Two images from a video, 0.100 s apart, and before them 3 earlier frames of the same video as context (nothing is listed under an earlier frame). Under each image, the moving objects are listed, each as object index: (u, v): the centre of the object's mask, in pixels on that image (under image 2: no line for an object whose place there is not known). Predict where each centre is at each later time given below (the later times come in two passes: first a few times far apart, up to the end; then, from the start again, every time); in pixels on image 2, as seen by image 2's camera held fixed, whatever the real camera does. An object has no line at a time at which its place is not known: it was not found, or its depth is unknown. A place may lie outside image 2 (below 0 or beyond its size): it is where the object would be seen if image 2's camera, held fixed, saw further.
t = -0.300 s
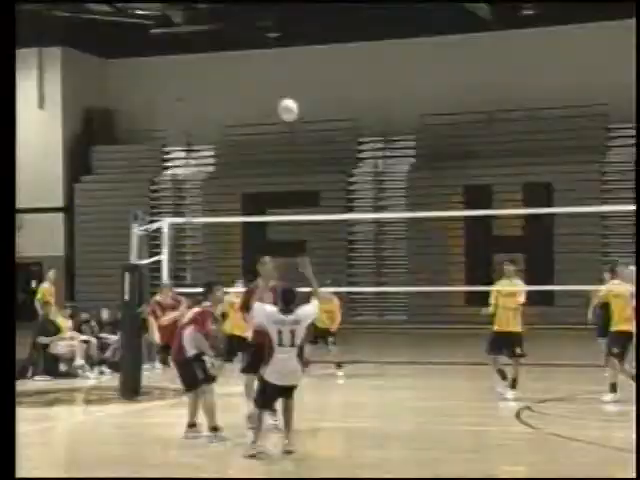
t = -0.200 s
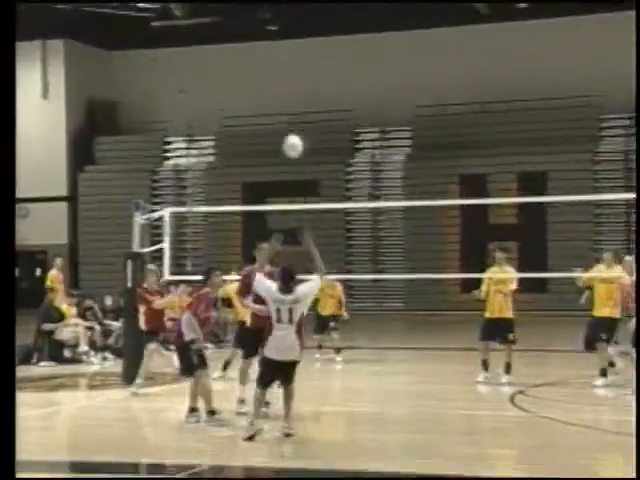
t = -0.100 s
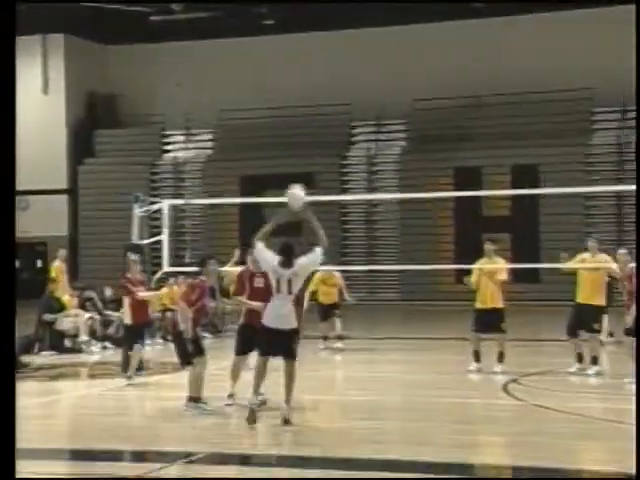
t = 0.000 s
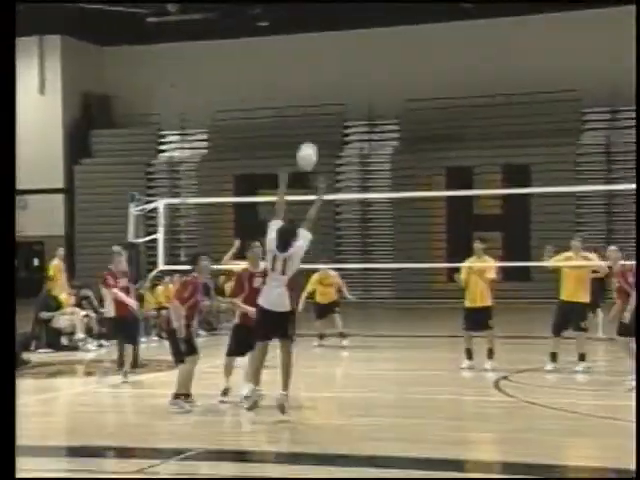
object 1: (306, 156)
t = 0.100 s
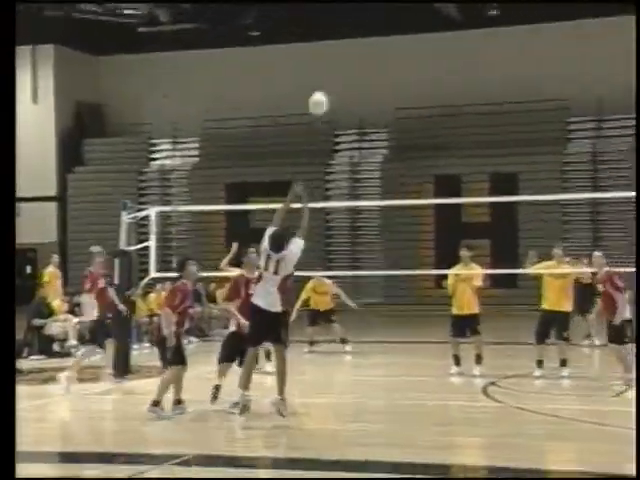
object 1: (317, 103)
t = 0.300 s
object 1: (355, 20)
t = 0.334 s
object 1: (361, 9)
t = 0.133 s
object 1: (324, 86)
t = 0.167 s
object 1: (330, 70)
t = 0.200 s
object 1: (337, 55)
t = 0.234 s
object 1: (343, 42)
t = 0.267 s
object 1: (349, 30)
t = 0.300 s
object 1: (355, 20)
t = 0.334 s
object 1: (361, 9)
